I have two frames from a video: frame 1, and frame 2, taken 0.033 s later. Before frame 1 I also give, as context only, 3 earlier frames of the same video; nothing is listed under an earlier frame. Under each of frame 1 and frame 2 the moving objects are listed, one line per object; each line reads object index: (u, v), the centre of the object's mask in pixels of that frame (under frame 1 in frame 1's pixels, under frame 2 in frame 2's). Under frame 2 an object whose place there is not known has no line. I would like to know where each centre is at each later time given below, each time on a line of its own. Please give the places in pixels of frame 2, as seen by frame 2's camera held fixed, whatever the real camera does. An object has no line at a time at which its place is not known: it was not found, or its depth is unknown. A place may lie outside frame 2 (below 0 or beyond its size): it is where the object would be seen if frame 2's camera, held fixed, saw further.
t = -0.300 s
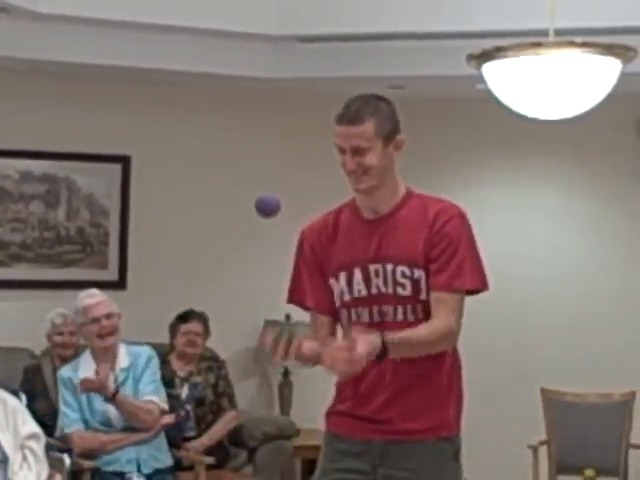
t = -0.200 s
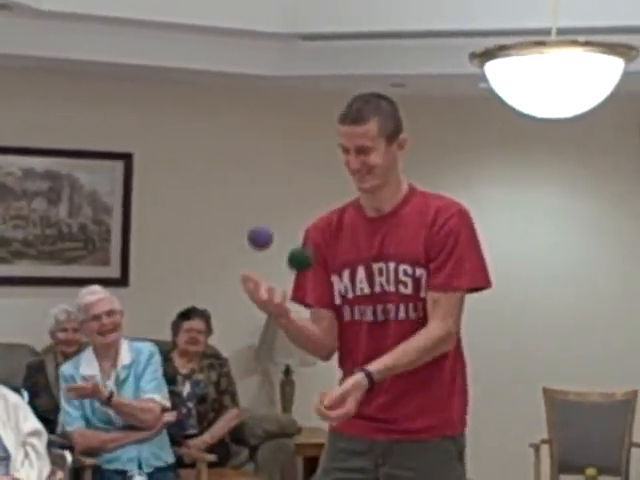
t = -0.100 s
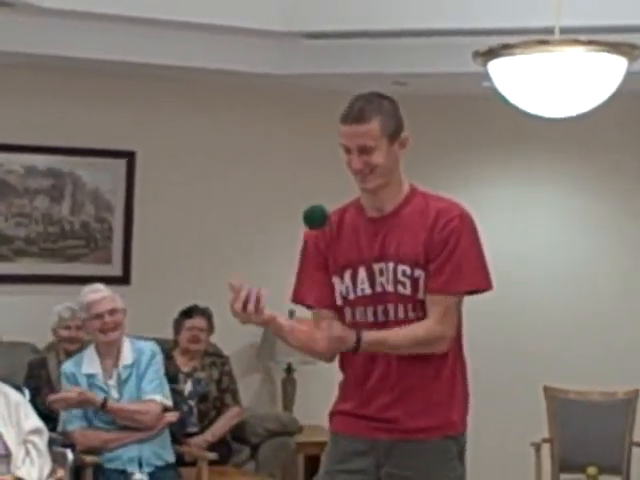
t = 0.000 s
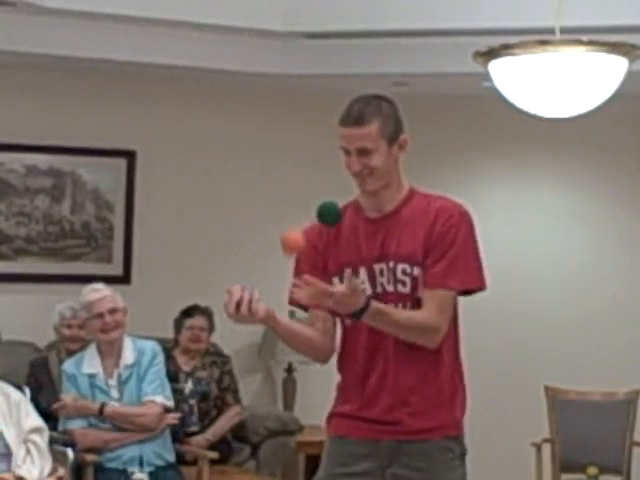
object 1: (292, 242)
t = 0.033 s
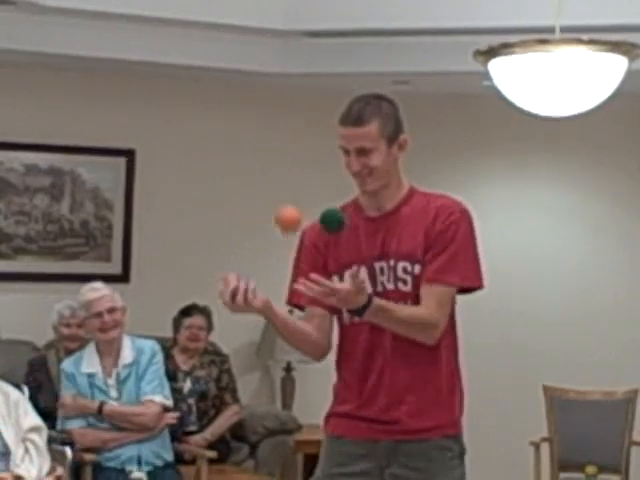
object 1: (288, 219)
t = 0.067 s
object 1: (283, 200)
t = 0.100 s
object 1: (280, 190)
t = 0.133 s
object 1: (277, 180)
